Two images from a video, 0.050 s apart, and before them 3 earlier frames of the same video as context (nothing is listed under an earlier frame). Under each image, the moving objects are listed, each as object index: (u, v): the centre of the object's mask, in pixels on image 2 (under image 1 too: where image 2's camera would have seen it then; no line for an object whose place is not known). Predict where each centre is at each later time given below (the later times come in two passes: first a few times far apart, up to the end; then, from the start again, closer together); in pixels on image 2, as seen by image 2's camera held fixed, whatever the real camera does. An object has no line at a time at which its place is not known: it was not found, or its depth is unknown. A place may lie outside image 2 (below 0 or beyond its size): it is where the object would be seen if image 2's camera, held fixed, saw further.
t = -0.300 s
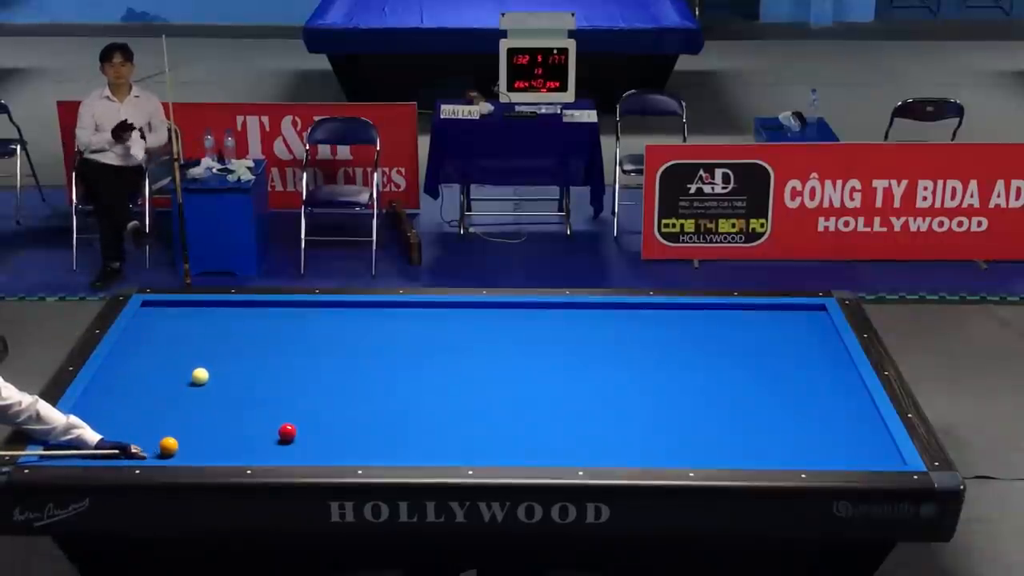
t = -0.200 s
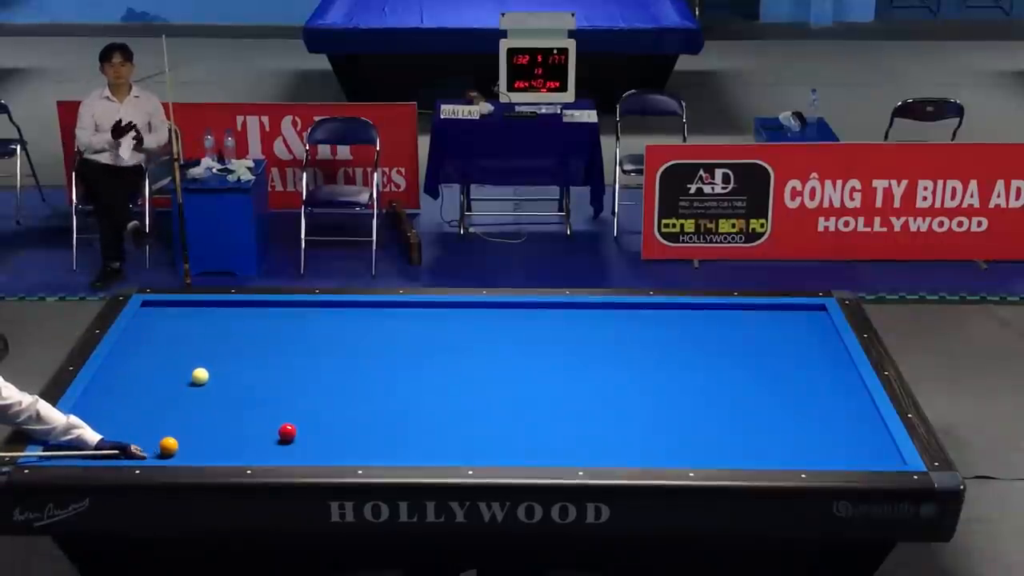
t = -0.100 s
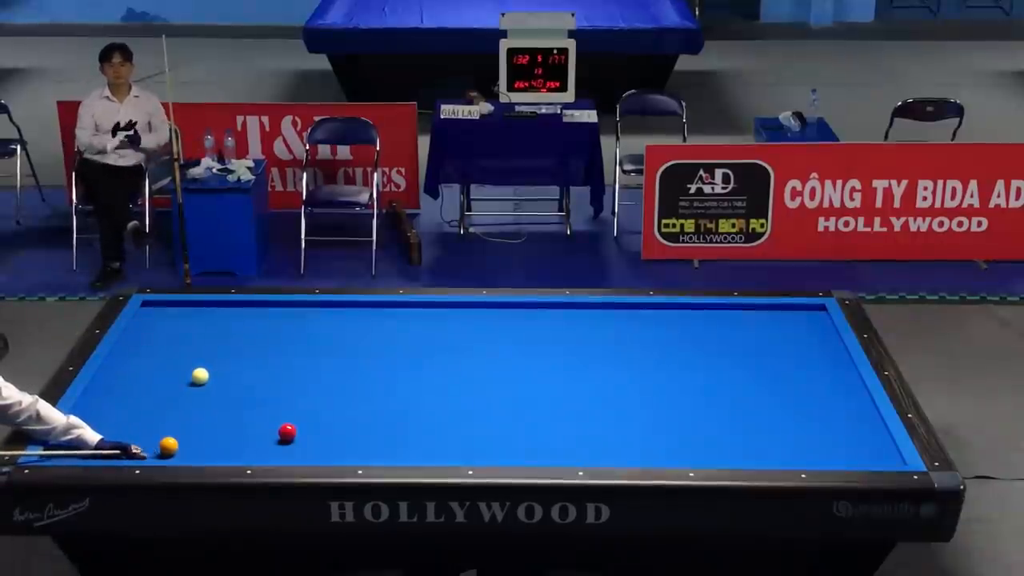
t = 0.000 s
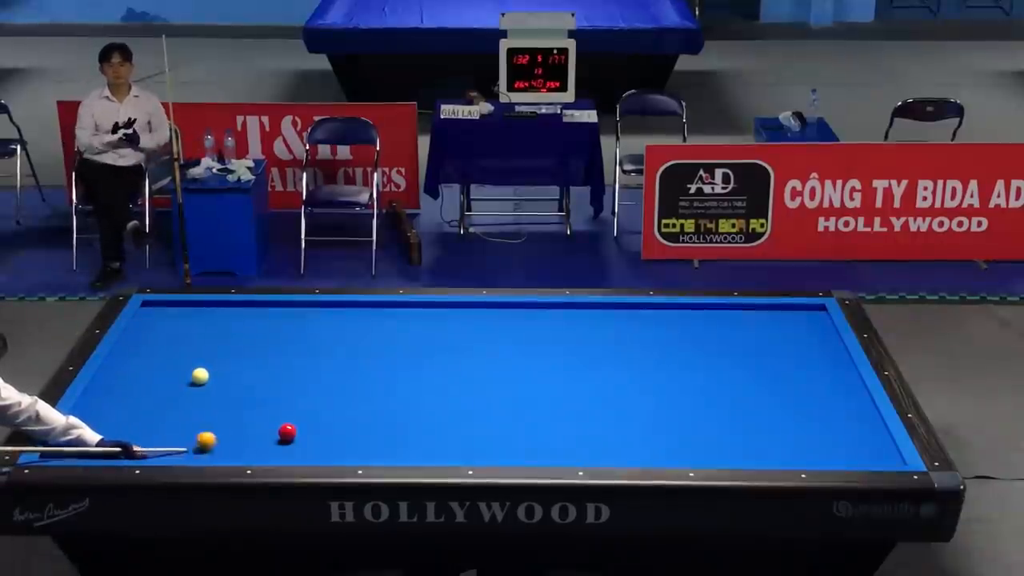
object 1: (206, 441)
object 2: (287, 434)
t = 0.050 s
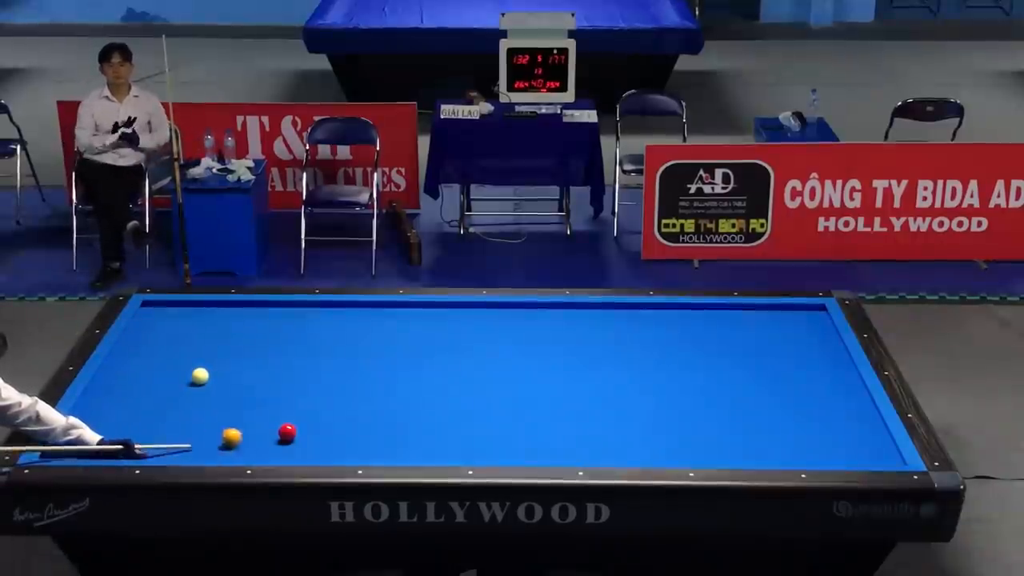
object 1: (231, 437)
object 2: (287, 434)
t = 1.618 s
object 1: (212, 393)
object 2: (735, 435)
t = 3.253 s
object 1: (155, 376)
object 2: (706, 430)
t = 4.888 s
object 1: (120, 371)
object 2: (494, 423)
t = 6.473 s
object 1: (112, 369)
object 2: (325, 417)
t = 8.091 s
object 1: (112, 369)
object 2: (190, 413)
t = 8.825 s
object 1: (112, 369)
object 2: (139, 412)
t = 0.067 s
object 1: (240, 436)
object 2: (287, 434)
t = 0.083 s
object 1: (247, 434)
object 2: (287, 434)
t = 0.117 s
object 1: (263, 432)
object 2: (286, 433)
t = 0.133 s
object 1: (269, 432)
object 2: (288, 433)
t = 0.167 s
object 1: (270, 430)
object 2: (301, 434)
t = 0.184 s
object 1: (271, 429)
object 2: (307, 434)
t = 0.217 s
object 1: (271, 427)
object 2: (320, 433)
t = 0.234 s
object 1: (271, 426)
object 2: (326, 433)
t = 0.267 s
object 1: (271, 425)
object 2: (338, 433)
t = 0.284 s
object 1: (270, 425)
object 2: (343, 433)
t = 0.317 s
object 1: (269, 423)
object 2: (355, 433)
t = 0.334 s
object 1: (269, 423)
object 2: (360, 433)
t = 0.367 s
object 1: (267, 422)
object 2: (370, 433)
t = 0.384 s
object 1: (267, 421)
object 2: (375, 433)
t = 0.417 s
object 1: (265, 421)
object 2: (386, 434)
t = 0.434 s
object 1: (264, 420)
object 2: (390, 434)
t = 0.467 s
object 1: (262, 419)
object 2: (400, 434)
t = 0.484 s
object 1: (262, 418)
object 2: (405, 433)
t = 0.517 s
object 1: (260, 418)
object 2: (415, 433)
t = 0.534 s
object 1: (259, 417)
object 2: (420, 433)
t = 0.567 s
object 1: (257, 417)
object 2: (430, 433)
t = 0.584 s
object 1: (257, 416)
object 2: (435, 433)
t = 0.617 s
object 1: (255, 415)
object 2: (445, 433)
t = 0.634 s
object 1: (254, 415)
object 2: (450, 433)
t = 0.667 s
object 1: (253, 414)
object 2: (459, 434)
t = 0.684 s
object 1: (252, 414)
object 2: (465, 434)
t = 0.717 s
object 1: (250, 413)
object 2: (474, 434)
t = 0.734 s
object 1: (249, 412)
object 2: (480, 434)
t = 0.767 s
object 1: (248, 412)
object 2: (489, 434)
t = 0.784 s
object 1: (247, 411)
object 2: (494, 434)
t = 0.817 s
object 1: (246, 410)
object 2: (504, 434)
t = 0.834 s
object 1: (245, 410)
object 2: (509, 434)
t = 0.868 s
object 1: (243, 409)
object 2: (519, 434)
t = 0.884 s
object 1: (243, 409)
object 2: (523, 434)
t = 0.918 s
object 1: (241, 408)
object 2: (533, 434)
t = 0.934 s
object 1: (240, 408)
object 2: (538, 434)
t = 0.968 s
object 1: (239, 407)
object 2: (548, 434)
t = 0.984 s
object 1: (238, 406)
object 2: (553, 434)
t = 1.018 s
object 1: (237, 406)
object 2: (562, 434)
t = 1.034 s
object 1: (236, 405)
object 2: (567, 434)
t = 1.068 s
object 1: (234, 405)
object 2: (577, 434)
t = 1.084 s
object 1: (233, 404)
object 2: (582, 434)
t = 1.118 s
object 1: (232, 404)
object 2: (591, 434)
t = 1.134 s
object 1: (231, 403)
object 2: (596, 434)
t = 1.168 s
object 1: (230, 403)
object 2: (605, 435)
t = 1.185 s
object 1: (229, 402)
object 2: (610, 434)
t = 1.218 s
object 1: (228, 401)
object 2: (620, 435)
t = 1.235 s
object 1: (227, 401)
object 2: (625, 435)
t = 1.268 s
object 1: (226, 400)
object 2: (635, 435)
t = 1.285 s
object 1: (225, 400)
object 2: (639, 435)
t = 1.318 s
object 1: (224, 399)
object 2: (649, 435)
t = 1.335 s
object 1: (223, 399)
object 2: (654, 435)
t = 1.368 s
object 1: (222, 398)
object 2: (663, 435)
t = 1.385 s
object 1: (221, 398)
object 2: (668, 435)
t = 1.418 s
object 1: (220, 397)
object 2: (678, 435)
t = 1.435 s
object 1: (219, 397)
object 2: (682, 435)
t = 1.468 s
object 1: (218, 396)
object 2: (692, 435)
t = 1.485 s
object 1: (217, 396)
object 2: (697, 435)
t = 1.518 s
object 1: (216, 395)
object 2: (706, 435)
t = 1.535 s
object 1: (215, 395)
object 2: (711, 435)
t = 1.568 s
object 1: (214, 394)
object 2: (721, 435)
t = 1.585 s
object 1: (213, 393)
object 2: (725, 435)
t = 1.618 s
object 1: (212, 393)
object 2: (735, 435)
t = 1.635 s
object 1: (211, 393)
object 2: (740, 435)
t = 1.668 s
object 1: (210, 392)
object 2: (749, 435)
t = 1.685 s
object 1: (210, 392)
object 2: (754, 435)
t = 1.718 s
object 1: (208, 391)
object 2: (763, 435)
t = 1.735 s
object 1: (208, 391)
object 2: (768, 435)
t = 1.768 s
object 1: (206, 391)
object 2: (778, 435)
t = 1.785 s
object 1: (206, 390)
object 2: (782, 435)
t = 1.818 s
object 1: (205, 389)
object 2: (792, 435)
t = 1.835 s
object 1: (204, 389)
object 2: (796, 435)
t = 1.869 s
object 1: (203, 388)
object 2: (805, 436)
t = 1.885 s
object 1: (202, 388)
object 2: (810, 436)
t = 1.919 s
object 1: (201, 388)
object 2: (820, 436)
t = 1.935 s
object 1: (200, 387)
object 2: (824, 436)
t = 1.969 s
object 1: (199, 387)
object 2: (834, 436)
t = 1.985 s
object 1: (198, 386)
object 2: (838, 436)
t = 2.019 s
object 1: (197, 386)
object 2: (848, 436)
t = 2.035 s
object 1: (196, 386)
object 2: (852, 436)
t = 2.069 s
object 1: (196, 385)
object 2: (861, 436)
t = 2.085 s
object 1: (195, 385)
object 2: (866, 436)
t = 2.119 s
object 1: (194, 384)
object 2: (875, 436)
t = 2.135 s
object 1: (194, 384)
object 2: (881, 437)
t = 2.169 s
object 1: (192, 383)
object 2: (880, 436)
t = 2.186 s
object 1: (192, 383)
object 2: (875, 436)
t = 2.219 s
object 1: (191, 382)
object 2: (868, 436)
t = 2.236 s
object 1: (190, 382)
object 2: (864, 436)
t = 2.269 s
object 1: (189, 382)
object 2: (857, 436)
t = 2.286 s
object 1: (188, 382)
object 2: (854, 436)
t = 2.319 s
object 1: (187, 382)
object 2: (848, 435)
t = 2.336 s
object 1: (186, 382)
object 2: (845, 435)
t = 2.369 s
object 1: (184, 382)
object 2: (839, 435)
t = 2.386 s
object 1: (184, 382)
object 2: (837, 435)
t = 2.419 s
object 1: (182, 381)
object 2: (831, 435)
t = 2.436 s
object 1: (182, 381)
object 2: (829, 435)
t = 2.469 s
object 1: (181, 381)
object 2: (824, 435)
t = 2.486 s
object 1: (180, 380)
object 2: (821, 434)
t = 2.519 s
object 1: (179, 380)
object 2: (816, 434)
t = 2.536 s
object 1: (178, 380)
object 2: (813, 434)
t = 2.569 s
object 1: (177, 380)
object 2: (808, 434)
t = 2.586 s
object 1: (176, 380)
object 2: (806, 434)
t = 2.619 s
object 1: (175, 380)
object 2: (800, 434)
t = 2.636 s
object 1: (175, 380)
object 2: (798, 434)
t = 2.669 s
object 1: (173, 379)
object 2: (793, 433)
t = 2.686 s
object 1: (173, 379)
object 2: (790, 433)
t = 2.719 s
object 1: (172, 379)
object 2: (785, 434)
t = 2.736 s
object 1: (171, 379)
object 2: (783, 433)
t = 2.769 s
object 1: (170, 379)
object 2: (778, 433)
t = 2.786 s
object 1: (169, 379)
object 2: (775, 433)
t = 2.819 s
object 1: (168, 379)
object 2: (770, 433)
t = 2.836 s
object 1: (168, 378)
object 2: (767, 433)
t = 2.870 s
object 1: (167, 378)
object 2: (762, 432)
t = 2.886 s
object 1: (166, 378)
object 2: (759, 433)
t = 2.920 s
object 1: (165, 378)
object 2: (755, 432)
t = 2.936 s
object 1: (164, 378)
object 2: (752, 432)
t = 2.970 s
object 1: (163, 377)
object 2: (747, 432)
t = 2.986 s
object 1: (163, 378)
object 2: (745, 432)
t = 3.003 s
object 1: (162, 377)
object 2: (743, 432)
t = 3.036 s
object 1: (161, 377)
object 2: (738, 432)
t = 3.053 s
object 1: (161, 377)
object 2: (735, 432)
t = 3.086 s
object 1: (160, 377)
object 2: (730, 431)
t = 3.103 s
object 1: (159, 377)
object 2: (728, 431)
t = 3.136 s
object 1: (158, 377)
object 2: (723, 431)
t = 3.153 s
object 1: (158, 376)
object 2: (720, 431)
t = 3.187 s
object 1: (157, 376)
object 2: (715, 431)
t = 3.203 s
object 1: (156, 376)
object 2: (713, 431)
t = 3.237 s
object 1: (155, 376)
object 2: (708, 431)
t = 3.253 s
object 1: (155, 376)
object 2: (706, 430)
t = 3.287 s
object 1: (154, 376)
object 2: (701, 430)
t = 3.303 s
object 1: (153, 376)
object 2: (699, 430)
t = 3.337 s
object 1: (152, 376)
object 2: (694, 430)
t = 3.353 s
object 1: (152, 375)
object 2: (692, 430)
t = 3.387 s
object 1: (151, 375)
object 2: (687, 430)
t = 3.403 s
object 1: (150, 375)
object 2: (684, 429)
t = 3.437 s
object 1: (149, 375)
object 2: (680, 429)
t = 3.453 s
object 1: (149, 375)
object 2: (678, 429)
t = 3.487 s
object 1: (148, 375)
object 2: (673, 429)
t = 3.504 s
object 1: (148, 375)
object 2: (671, 429)
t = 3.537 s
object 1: (147, 375)
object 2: (666, 429)
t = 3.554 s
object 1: (146, 375)
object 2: (663, 429)
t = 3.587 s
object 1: (145, 375)
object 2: (659, 429)
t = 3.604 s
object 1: (145, 375)
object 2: (657, 429)
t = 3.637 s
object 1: (144, 374)
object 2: (652, 428)
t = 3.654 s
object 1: (144, 374)
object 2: (650, 428)
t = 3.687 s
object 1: (143, 374)
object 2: (645, 428)
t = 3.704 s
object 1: (142, 374)
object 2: (643, 428)
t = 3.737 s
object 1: (142, 374)
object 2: (638, 428)
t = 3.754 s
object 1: (141, 374)
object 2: (636, 428)
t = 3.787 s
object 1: (140, 374)
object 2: (632, 427)
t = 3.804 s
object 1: (140, 374)
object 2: (629, 427)
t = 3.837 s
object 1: (139, 374)
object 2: (625, 427)
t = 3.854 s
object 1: (139, 373)
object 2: (623, 427)
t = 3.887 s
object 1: (138, 373)
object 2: (618, 427)
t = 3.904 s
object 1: (137, 373)
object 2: (616, 427)
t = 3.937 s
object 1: (137, 373)
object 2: (612, 427)
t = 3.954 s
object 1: (136, 373)
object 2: (610, 427)
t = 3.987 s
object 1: (136, 373)
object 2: (605, 427)
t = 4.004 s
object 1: (135, 373)
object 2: (603, 427)
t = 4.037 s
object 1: (135, 373)
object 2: (599, 426)
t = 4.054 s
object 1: (134, 373)
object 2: (596, 427)
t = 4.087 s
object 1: (134, 373)
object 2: (592, 426)
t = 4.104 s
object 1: (133, 373)
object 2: (590, 426)
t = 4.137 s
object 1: (133, 373)
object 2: (586, 426)
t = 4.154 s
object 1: (132, 373)
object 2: (584, 426)
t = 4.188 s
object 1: (132, 372)
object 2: (579, 426)
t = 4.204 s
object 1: (131, 372)
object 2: (577, 426)
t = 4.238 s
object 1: (131, 372)
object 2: (573, 426)
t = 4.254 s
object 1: (130, 372)
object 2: (571, 426)
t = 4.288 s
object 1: (130, 372)
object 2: (567, 425)
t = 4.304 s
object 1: (129, 372)
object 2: (565, 425)
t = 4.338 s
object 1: (129, 372)
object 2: (560, 425)
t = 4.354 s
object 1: (128, 372)
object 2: (558, 425)
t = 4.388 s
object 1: (128, 372)
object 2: (554, 425)
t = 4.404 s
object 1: (128, 372)
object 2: (552, 425)
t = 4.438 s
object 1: (127, 372)
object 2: (548, 424)
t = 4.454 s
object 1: (127, 372)
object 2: (546, 424)
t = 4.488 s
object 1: (126, 372)
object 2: (542, 424)
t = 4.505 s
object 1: (126, 372)
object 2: (540, 424)
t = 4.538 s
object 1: (125, 371)
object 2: (536, 424)
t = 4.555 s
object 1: (125, 371)
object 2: (534, 424)
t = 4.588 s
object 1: (125, 371)
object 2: (530, 424)
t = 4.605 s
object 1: (124, 371)
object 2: (528, 424)
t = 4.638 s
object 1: (124, 371)
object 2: (524, 424)
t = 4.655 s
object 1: (124, 371)
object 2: (522, 424)
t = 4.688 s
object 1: (123, 371)
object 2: (518, 423)
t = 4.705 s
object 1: (123, 371)
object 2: (516, 423)
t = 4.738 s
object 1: (122, 371)
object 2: (512, 423)
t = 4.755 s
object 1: (122, 371)
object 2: (509, 423)
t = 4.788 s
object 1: (122, 371)
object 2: (506, 423)
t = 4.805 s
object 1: (121, 371)
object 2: (504, 423)
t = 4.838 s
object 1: (121, 371)
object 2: (500, 423)
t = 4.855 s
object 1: (121, 371)
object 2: (498, 423)
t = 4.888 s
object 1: (120, 371)
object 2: (494, 423)
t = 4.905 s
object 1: (120, 371)
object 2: (492, 422)
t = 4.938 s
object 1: (119, 370)
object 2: (486, 422)
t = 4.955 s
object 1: (119, 370)
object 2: (484, 422)
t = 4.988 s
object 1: (119, 370)
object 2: (480, 422)
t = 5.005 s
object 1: (119, 370)
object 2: (479, 422)
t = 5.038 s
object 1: (118, 370)
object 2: (474, 422)
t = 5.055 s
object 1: (118, 370)
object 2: (473, 422)
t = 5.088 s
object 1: (118, 370)
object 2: (469, 422)
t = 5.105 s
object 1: (118, 370)
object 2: (467, 422)
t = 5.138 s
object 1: (117, 370)
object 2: (463, 421)
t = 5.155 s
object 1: (117, 370)
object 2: (461, 421)
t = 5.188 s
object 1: (117, 370)
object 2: (458, 421)
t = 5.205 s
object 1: (117, 370)
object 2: (456, 421)
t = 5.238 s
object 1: (117, 370)
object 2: (452, 421)
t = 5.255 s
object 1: (117, 370)
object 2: (450, 421)
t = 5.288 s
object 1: (116, 370)
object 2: (446, 421)
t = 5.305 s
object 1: (116, 370)
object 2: (444, 421)
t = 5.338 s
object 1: (116, 370)
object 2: (441, 420)
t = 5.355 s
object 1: (116, 370)
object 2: (439, 421)
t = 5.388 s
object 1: (115, 369)
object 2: (436, 420)
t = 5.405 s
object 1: (115, 370)
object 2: (433, 420)
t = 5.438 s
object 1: (115, 370)
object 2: (430, 420)
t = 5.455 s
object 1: (115, 369)
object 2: (428, 420)
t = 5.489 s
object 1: (115, 369)
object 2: (425, 420)
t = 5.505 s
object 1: (115, 369)
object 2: (423, 420)
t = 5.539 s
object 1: (114, 369)
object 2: (419, 420)
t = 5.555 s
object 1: (114, 369)
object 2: (417, 420)
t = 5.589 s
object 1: (114, 369)
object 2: (414, 420)
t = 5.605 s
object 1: (114, 369)
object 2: (412, 420)
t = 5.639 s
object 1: (114, 369)
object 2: (408, 420)
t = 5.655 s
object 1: (114, 369)
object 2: (407, 420)
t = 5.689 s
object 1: (113, 369)
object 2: (403, 420)
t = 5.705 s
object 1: (113, 369)
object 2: (401, 420)
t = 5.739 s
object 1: (113, 369)
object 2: (398, 419)
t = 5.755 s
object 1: (113, 369)
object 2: (396, 419)
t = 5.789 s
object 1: (113, 369)
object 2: (393, 419)
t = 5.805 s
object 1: (113, 369)
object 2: (391, 419)
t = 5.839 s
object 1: (113, 369)
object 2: (388, 419)
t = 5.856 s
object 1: (113, 369)
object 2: (386, 419)
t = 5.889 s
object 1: (113, 369)
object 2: (382, 419)
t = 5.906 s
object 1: (113, 369)
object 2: (381, 419)
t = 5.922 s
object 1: (112, 369)
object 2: (379, 419)
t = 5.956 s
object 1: (112, 369)
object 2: (376, 419)
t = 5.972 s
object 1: (112, 369)
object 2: (374, 419)
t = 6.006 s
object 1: (112, 369)
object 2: (371, 419)
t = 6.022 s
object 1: (112, 369)
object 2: (369, 418)
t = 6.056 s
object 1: (112, 369)
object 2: (366, 419)
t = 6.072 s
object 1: (112, 369)
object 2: (364, 418)
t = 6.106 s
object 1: (112, 369)
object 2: (361, 418)
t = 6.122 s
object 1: (112, 369)
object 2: (359, 418)
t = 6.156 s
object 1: (112, 369)
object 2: (356, 418)
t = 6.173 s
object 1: (112, 369)
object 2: (354, 418)
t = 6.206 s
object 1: (112, 369)
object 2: (351, 418)
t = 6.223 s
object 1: (112, 369)
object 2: (350, 418)
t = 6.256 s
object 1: (112, 369)
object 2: (346, 418)
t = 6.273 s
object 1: (112, 369)
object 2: (345, 418)
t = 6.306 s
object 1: (112, 369)
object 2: (341, 418)
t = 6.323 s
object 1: (112, 369)
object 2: (340, 417)
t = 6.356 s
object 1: (112, 369)
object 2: (337, 417)
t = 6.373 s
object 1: (112, 369)
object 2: (335, 417)
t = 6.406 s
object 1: (112, 369)
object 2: (332, 417)
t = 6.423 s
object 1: (112, 370)
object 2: (330, 417)
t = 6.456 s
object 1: (112, 370)
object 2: (327, 417)
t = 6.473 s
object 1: (112, 369)
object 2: (325, 417)
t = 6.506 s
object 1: (112, 369)
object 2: (322, 417)
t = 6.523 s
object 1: (112, 369)
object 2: (321, 417)
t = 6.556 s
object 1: (113, 370)
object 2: (317, 417)
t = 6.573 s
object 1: (113, 370)
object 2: (314, 417)
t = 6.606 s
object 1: (113, 370)
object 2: (311, 417)
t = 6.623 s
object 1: (113, 369)
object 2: (310, 417)
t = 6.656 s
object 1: (113, 370)
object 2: (307, 417)
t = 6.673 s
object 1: (113, 370)
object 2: (305, 416)
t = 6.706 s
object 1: (112, 369)
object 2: (302, 416)
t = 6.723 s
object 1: (112, 369)
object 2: (301, 416)
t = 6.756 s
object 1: (112, 369)
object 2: (298, 416)
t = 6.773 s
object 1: (112, 369)
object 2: (296, 416)
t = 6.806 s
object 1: (112, 369)
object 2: (293, 416)
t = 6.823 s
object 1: (112, 369)
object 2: (292, 416)
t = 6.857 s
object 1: (112, 369)
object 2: (289, 416)
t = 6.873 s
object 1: (112, 369)
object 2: (287, 416)
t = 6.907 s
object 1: (112, 369)
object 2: (284, 416)
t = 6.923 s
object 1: (112, 369)
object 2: (283, 416)
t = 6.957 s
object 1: (112, 369)
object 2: (280, 416)
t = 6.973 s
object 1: (112, 369)
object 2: (278, 416)
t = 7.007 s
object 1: (112, 369)
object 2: (276, 415)
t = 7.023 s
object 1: (112, 369)
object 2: (274, 415)
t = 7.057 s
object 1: (112, 369)
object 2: (272, 415)
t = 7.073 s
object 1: (112, 369)
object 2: (270, 415)
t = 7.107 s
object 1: (113, 369)
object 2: (267, 415)
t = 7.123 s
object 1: (113, 369)
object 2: (266, 415)
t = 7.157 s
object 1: (113, 369)
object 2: (263, 415)
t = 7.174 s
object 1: (113, 369)
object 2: (261, 415)
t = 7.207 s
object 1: (113, 369)
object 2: (259, 415)
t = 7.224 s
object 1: (113, 369)
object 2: (257, 415)
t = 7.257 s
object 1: (113, 369)
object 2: (254, 415)
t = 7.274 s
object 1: (113, 369)
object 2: (253, 415)
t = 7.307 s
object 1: (113, 369)
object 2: (250, 415)
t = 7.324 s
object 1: (113, 369)
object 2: (249, 414)
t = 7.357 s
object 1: (113, 369)
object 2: (246, 414)
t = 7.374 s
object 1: (113, 369)
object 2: (245, 414)
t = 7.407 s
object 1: (113, 369)
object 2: (242, 414)
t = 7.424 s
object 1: (113, 369)
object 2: (240, 414)
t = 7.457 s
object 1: (113, 369)
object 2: (238, 414)
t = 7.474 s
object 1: (113, 369)
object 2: (236, 414)
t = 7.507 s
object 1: (113, 369)
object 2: (234, 414)
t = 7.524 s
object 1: (113, 369)
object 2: (232, 414)
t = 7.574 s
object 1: (113, 369)
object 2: (228, 414)
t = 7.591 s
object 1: (113, 369)
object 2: (227, 414)
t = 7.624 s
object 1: (113, 369)
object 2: (224, 414)
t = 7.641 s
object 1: (113, 369)
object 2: (223, 414)
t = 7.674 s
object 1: (113, 369)
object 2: (220, 413)
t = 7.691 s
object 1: (113, 369)
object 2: (219, 413)
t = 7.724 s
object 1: (113, 369)
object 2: (216, 414)
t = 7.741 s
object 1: (113, 369)
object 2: (215, 413)
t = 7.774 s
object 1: (113, 369)
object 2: (214, 413)
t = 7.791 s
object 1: (113, 369)
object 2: (212, 413)
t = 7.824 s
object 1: (113, 369)
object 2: (210, 413)
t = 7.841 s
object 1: (113, 369)
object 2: (209, 413)
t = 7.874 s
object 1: (113, 369)
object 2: (206, 413)
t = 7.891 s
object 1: (113, 369)
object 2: (205, 413)
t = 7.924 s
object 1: (113, 369)
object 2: (202, 413)
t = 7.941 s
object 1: (113, 369)
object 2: (201, 413)
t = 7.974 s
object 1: (113, 369)
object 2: (199, 413)
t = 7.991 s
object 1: (113, 369)
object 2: (197, 413)
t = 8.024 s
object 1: (113, 369)
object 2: (195, 413)
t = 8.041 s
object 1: (113, 369)
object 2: (194, 413)
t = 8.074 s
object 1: (112, 369)
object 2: (191, 413)
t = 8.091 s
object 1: (112, 369)
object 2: (190, 413)
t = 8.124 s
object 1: (112, 369)
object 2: (187, 413)
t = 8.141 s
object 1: (112, 369)
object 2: (186, 413)
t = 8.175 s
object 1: (112, 369)
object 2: (184, 413)
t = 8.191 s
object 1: (112, 369)
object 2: (183, 413)
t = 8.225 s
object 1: (112, 369)
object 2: (180, 413)
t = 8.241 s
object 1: (112, 369)
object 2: (178, 413)
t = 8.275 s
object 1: (112, 369)
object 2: (176, 413)
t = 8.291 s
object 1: (112, 369)
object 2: (175, 413)
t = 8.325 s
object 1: (112, 369)
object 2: (172, 413)
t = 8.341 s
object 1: (112, 369)
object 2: (171, 413)
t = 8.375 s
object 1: (112, 369)
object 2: (169, 412)
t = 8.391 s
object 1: (112, 369)
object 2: (167, 412)
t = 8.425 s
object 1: (112, 369)
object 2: (165, 412)
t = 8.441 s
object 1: (112, 369)
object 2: (164, 412)
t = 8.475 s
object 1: (112, 369)
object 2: (162, 412)
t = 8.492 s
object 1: (112, 369)
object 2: (161, 412)
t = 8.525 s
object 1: (112, 369)
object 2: (158, 412)
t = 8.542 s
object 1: (112, 369)
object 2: (157, 412)
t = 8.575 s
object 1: (112, 369)
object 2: (155, 412)
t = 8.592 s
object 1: (112, 369)
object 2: (154, 412)
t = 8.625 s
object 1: (112, 369)
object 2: (152, 412)
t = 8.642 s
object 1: (112, 369)
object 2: (151, 412)
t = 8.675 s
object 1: (112, 369)
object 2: (149, 412)
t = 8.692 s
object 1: (112, 369)
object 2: (148, 412)
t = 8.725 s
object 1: (112, 369)
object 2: (145, 412)
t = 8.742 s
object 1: (112, 369)
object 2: (144, 412)
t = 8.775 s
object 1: (112, 369)
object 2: (142, 412)
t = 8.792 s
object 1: (112, 369)
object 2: (141, 412)
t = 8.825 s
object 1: (112, 369)
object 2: (139, 412)
